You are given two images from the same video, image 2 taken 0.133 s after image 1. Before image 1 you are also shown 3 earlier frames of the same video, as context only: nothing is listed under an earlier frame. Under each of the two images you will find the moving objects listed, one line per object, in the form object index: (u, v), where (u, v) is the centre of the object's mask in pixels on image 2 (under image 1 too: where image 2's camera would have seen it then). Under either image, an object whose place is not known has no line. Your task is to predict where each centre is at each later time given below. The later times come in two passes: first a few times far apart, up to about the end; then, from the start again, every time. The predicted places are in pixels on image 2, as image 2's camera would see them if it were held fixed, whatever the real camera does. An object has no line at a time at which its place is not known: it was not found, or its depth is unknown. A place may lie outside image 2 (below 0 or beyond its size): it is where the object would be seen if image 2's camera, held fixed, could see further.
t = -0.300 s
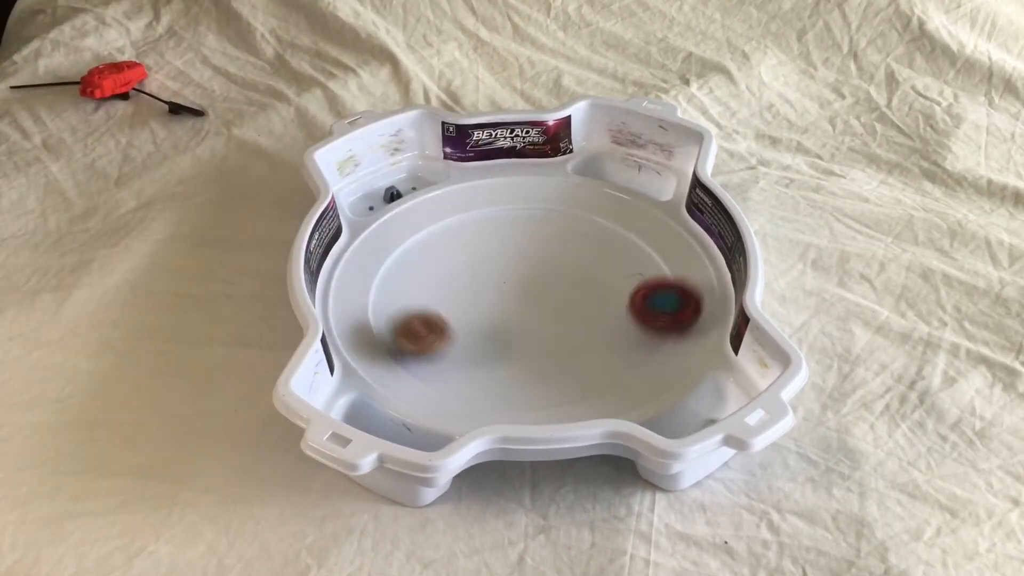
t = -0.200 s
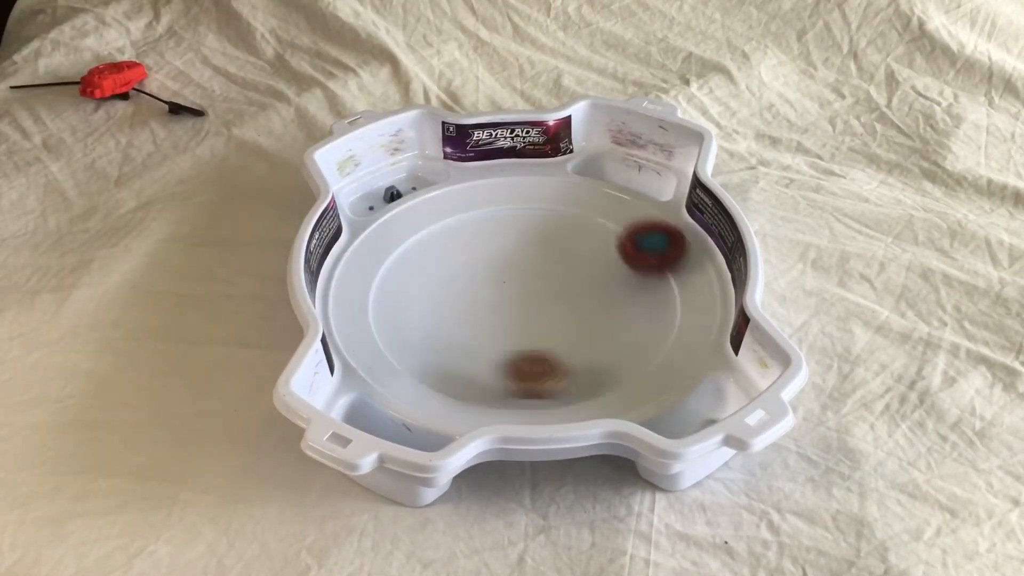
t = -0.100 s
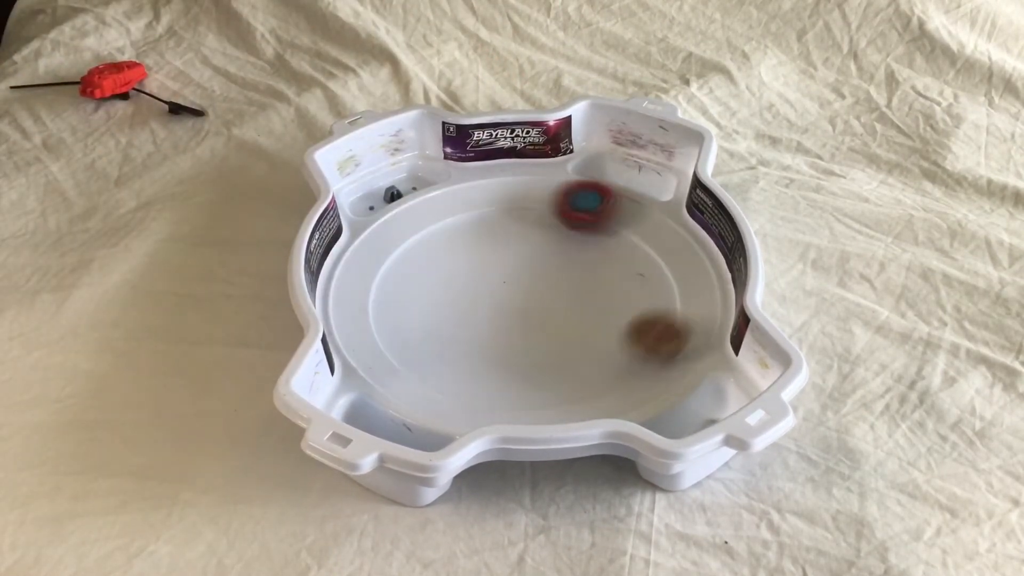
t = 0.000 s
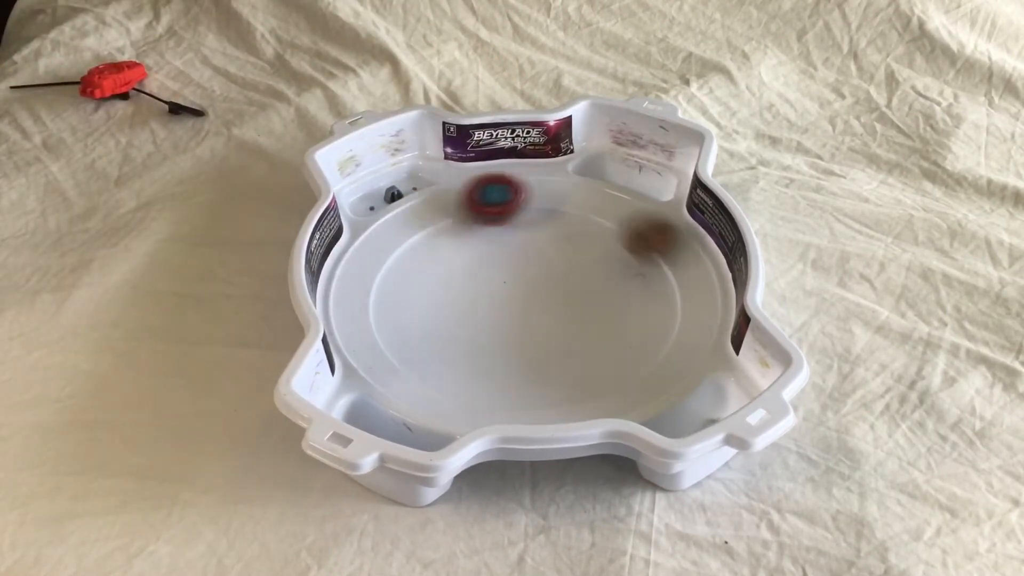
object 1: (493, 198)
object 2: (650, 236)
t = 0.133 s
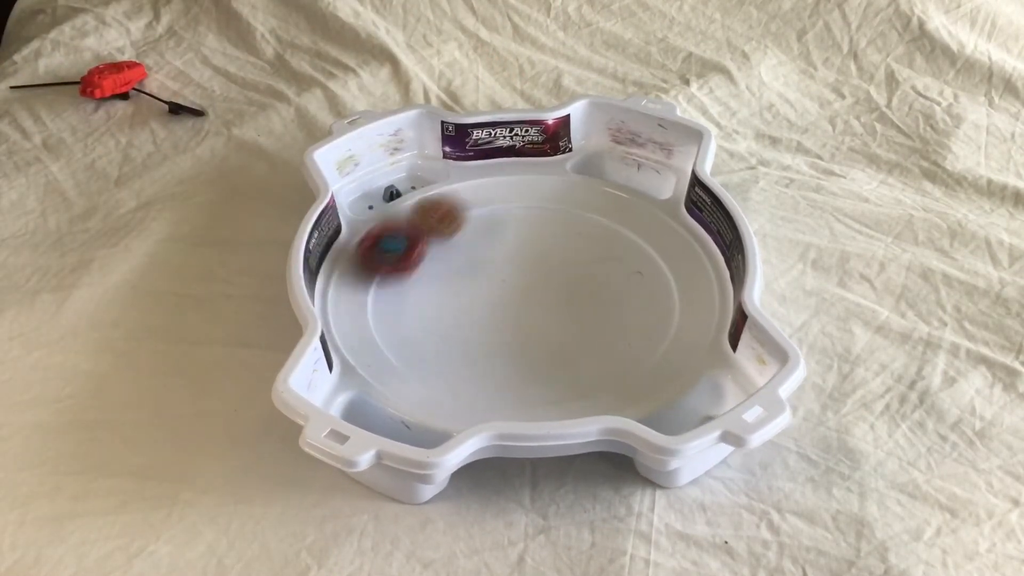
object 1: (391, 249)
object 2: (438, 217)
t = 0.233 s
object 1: (420, 352)
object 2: (388, 283)
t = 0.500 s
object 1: (657, 264)
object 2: (631, 339)
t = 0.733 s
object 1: (496, 196)
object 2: (634, 200)
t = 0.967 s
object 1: (380, 290)
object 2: (442, 184)
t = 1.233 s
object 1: (554, 359)
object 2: (359, 326)
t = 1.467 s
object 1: (604, 242)
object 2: (587, 392)
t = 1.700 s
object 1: (449, 209)
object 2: (674, 275)
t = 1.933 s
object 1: (406, 309)
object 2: (490, 197)
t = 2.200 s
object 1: (597, 322)
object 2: (491, 382)
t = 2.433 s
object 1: (562, 209)
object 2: (653, 217)
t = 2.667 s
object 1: (375, 288)
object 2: (607, 171)
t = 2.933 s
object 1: (648, 340)
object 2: (523, 204)
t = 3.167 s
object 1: (558, 189)
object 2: (500, 306)
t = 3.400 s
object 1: (379, 293)
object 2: (616, 338)
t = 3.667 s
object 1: (625, 369)
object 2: (642, 297)
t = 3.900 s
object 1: (650, 216)
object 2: (565, 283)
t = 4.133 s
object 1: (499, 175)
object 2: (471, 302)
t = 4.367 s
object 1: (417, 253)
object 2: (450, 334)
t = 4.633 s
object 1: (463, 294)
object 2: (535, 365)
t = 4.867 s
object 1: (520, 297)
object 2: (612, 305)
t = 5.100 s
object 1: (517, 278)
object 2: (575, 213)
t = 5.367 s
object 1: (485, 285)
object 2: (467, 208)
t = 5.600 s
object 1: (522, 294)
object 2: (442, 289)
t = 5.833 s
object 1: (536, 268)
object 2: (564, 337)
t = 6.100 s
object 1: (497, 275)
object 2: (634, 261)
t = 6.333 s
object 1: (525, 303)
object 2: (543, 232)
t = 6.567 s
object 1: (562, 287)
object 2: (447, 287)
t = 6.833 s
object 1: (518, 269)
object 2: (511, 355)
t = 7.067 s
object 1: (486, 294)
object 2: (588, 324)
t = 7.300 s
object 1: (518, 318)
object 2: (560, 258)
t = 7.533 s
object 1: (553, 293)
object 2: (462, 239)
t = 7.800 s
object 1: (519, 258)
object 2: (429, 289)
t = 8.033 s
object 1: (475, 270)
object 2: (493, 323)
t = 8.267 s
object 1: (496, 303)
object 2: (576, 301)
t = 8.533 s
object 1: (557, 300)
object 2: (583, 251)
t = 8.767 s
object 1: (562, 287)
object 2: (532, 219)
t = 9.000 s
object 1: (532, 296)
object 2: (476, 237)
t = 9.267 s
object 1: (530, 325)
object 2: (445, 267)
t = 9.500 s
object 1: (567, 322)
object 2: (444, 284)
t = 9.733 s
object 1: (558, 293)
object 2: (471, 292)
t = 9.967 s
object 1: (559, 269)
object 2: (437, 278)
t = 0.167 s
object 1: (377, 286)
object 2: (414, 242)
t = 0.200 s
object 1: (387, 323)
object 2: (398, 263)
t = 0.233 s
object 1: (420, 352)
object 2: (388, 283)
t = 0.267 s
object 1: (468, 372)
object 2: (391, 303)
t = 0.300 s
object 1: (520, 377)
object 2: (403, 323)
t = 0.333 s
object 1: (573, 371)
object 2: (426, 340)
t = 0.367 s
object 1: (612, 354)
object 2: (462, 355)
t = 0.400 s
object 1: (641, 333)
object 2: (504, 364)
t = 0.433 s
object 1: (657, 310)
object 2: (550, 364)
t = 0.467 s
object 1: (662, 286)
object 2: (593, 355)
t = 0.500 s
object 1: (657, 264)
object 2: (631, 339)
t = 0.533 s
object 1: (645, 245)
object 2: (663, 318)
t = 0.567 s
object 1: (628, 228)
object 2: (677, 290)
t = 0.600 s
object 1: (606, 213)
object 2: (688, 265)
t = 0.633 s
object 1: (580, 204)
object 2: (692, 243)
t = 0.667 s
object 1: (553, 197)
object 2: (672, 226)
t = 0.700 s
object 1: (524, 195)
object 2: (655, 213)
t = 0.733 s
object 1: (496, 196)
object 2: (634, 200)
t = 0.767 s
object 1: (467, 202)
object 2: (611, 190)
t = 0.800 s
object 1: (443, 211)
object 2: (586, 181)
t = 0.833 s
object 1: (420, 223)
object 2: (559, 176)
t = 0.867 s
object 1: (402, 238)
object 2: (530, 173)
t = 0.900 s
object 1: (389, 254)
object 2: (501, 173)
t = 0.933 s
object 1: (381, 271)
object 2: (472, 177)
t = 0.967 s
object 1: (380, 290)
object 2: (442, 184)
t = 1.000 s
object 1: (384, 308)
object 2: (417, 192)
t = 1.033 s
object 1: (396, 326)
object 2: (392, 205)
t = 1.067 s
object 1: (413, 340)
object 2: (370, 223)
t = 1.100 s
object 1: (435, 352)
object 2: (354, 239)
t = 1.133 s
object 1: (463, 361)
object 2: (346, 260)
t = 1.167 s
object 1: (493, 365)
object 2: (344, 282)
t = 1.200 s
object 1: (524, 364)
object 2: (347, 304)
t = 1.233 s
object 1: (554, 359)
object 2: (359, 326)
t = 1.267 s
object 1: (579, 347)
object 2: (378, 347)
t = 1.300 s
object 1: (601, 334)
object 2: (403, 365)
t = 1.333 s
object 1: (615, 317)
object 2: (436, 381)
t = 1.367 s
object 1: (623, 297)
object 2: (473, 391)
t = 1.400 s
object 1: (623, 278)
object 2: (510, 396)
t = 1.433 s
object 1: (617, 259)
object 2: (549, 397)
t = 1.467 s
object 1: (604, 242)
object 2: (587, 392)
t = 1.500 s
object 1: (587, 226)
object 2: (622, 381)
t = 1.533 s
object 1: (566, 214)
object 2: (651, 368)
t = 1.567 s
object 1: (542, 205)
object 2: (676, 351)
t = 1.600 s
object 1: (517, 199)
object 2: (695, 333)
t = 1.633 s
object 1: (493, 196)
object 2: (695, 312)
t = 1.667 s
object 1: (471, 202)
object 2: (686, 294)
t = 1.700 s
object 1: (449, 209)
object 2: (674, 275)
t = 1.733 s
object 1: (431, 219)
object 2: (659, 260)
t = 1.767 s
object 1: (413, 232)
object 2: (639, 243)
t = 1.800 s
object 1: (400, 245)
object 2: (615, 229)
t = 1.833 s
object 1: (393, 260)
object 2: (587, 217)
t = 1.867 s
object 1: (391, 276)
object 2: (557, 207)
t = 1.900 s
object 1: (395, 291)
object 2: (524, 201)
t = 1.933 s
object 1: (406, 309)
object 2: (490, 197)
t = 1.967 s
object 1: (423, 324)
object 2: (461, 199)
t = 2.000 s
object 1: (446, 337)
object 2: (430, 213)
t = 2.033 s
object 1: (473, 346)
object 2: (401, 234)
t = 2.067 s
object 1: (502, 350)
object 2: (380, 262)
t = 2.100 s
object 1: (530, 350)
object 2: (376, 296)
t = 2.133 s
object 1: (556, 344)
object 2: (394, 331)
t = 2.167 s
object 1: (579, 335)
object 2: (433, 362)
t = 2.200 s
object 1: (597, 322)
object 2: (491, 382)
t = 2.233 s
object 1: (612, 306)
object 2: (556, 383)
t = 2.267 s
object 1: (620, 289)
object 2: (615, 366)
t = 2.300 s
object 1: (621, 272)
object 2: (655, 338)
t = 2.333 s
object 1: (617, 255)
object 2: (675, 304)
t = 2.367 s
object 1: (608, 240)
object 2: (675, 268)
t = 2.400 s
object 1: (595, 226)
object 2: (655, 237)
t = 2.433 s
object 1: (562, 209)
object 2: (653, 217)
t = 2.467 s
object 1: (524, 193)
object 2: (654, 207)
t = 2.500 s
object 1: (486, 193)
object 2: (654, 204)
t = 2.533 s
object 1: (448, 199)
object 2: (652, 196)
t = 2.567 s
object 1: (418, 217)
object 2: (644, 187)
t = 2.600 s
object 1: (394, 237)
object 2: (632, 181)
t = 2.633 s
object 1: (380, 262)
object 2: (619, 174)
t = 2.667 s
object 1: (375, 288)
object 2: (607, 171)
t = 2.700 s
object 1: (383, 318)
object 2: (596, 169)
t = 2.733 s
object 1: (406, 341)
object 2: (585, 169)
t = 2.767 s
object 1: (441, 361)
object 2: (569, 172)
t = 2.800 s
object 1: (481, 375)
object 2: (557, 174)
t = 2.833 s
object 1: (528, 379)
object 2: (547, 179)
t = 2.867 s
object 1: (574, 375)
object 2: (540, 185)
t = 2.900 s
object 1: (614, 361)
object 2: (531, 193)
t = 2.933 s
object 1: (648, 340)
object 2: (523, 204)
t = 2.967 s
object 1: (671, 315)
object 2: (513, 214)
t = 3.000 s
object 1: (679, 287)
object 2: (505, 226)
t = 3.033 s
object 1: (673, 258)
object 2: (496, 242)
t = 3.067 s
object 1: (656, 233)
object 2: (490, 259)
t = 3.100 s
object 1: (629, 212)
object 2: (489, 275)
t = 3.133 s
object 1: (595, 197)
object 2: (492, 291)
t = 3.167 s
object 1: (558, 189)
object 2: (500, 306)
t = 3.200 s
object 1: (518, 189)
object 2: (511, 319)
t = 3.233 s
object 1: (480, 194)
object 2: (526, 330)
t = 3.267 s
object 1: (445, 206)
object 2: (544, 338)
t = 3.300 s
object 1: (415, 223)
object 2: (562, 342)
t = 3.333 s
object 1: (393, 244)
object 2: (583, 343)
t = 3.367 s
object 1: (381, 267)
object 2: (601, 342)
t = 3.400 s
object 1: (379, 293)
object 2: (616, 338)
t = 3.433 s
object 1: (386, 318)
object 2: (629, 333)
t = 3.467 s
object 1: (403, 340)
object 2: (640, 327)
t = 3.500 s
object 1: (432, 358)
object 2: (646, 321)
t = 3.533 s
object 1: (464, 371)
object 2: (649, 316)
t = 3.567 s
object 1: (506, 379)
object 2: (650, 311)
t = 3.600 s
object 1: (546, 380)
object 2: (649, 306)
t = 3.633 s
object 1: (587, 376)
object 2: (646, 301)
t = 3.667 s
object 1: (625, 369)
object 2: (642, 297)
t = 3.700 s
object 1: (660, 352)
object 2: (634, 294)
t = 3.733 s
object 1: (685, 334)
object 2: (626, 290)
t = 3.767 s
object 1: (692, 311)
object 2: (615, 287)
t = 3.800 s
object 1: (687, 291)
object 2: (604, 285)
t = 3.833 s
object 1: (679, 268)
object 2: (591, 283)
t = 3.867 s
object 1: (666, 242)
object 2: (578, 283)
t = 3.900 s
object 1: (650, 216)
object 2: (565, 283)
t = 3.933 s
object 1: (631, 193)
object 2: (550, 284)
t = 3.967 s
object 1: (611, 172)
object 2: (535, 286)
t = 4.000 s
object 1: (584, 159)
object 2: (520, 288)
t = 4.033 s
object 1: (560, 151)
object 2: (506, 291)
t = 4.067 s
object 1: (539, 155)
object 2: (493, 294)
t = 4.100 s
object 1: (517, 168)
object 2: (482, 297)
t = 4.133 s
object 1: (499, 175)
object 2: (471, 302)
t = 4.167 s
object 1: (481, 184)
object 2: (462, 307)
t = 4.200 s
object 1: (466, 192)
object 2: (455, 312)
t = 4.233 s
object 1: (452, 200)
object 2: (449, 317)
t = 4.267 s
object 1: (440, 213)
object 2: (446, 322)
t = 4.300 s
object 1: (427, 227)
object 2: (446, 327)
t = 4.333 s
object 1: (420, 239)
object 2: (447, 331)
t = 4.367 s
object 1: (417, 253)
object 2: (450, 334)
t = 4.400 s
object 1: (417, 264)
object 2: (454, 337)
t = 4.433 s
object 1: (421, 276)
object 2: (459, 340)
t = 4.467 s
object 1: (428, 286)
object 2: (464, 342)
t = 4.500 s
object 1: (436, 295)
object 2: (471, 343)
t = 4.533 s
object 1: (444, 301)
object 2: (480, 344)
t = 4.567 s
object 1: (449, 297)
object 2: (498, 356)
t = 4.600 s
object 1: (456, 295)
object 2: (516, 363)
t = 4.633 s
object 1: (463, 294)
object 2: (535, 365)
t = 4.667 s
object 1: (470, 295)
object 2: (552, 362)
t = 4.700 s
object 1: (478, 297)
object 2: (569, 358)
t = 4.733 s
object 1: (486, 298)
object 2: (583, 351)
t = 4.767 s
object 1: (494, 299)
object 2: (596, 341)
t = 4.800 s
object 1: (503, 299)
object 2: (606, 330)
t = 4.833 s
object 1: (512, 299)
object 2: (612, 318)
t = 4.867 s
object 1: (520, 297)
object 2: (612, 305)
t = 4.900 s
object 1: (527, 295)
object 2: (608, 292)
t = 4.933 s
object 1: (533, 292)
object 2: (601, 280)
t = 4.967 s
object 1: (532, 290)
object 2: (599, 265)
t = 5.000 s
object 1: (527, 288)
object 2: (600, 249)
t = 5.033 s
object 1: (524, 284)
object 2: (596, 235)
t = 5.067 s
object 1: (521, 281)
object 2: (587, 224)
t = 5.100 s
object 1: (517, 278)
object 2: (575, 213)
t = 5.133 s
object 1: (513, 277)
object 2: (561, 205)
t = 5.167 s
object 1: (508, 275)
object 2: (546, 198)
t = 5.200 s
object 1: (502, 274)
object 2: (533, 194)
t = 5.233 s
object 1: (497, 274)
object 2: (518, 193)
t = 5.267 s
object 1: (492, 276)
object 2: (502, 195)
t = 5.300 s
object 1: (488, 278)
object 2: (487, 199)
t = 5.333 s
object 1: (485, 281)
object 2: (476, 203)
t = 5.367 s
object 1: (485, 285)
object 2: (467, 208)
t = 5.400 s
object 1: (488, 289)
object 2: (458, 215)
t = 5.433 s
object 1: (492, 292)
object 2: (451, 223)
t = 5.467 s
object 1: (497, 295)
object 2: (444, 233)
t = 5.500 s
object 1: (503, 296)
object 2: (439, 245)
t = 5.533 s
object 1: (509, 296)
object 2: (436, 259)
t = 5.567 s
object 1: (516, 295)
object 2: (436, 274)
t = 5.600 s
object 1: (522, 294)
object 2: (442, 289)
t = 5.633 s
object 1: (528, 292)
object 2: (450, 302)
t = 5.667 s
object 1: (533, 289)
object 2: (463, 314)
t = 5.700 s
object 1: (537, 285)
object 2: (480, 325)
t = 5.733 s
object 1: (539, 281)
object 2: (499, 333)
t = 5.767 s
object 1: (540, 277)
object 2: (520, 338)
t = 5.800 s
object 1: (539, 272)
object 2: (542, 339)
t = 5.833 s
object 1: (536, 268)
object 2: (564, 337)
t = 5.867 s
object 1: (533, 265)
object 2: (583, 332)
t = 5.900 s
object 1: (528, 263)
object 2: (601, 325)
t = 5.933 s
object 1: (522, 261)
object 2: (617, 316)
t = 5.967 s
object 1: (515, 262)
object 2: (629, 304)
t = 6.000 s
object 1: (509, 263)
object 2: (637, 293)
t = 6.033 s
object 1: (504, 266)
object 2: (639, 281)
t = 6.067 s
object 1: (500, 270)
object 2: (638, 271)
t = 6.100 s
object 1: (497, 275)
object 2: (634, 261)
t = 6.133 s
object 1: (496, 280)
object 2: (628, 254)
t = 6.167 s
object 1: (498, 285)
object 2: (619, 246)
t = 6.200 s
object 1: (501, 290)
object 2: (609, 241)
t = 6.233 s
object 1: (506, 295)
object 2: (595, 236)
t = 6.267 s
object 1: (512, 298)
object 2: (580, 233)
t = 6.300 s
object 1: (518, 301)
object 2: (562, 231)
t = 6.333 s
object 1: (525, 303)
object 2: (543, 232)
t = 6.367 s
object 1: (533, 304)
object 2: (524, 235)
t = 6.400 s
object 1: (540, 304)
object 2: (506, 240)
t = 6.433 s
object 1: (547, 302)
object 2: (489, 246)
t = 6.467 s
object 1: (553, 300)
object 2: (474, 256)
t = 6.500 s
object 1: (558, 296)
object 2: (462, 265)
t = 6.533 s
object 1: (561, 292)
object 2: (453, 276)
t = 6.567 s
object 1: (562, 287)
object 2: (447, 287)
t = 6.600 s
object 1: (562, 283)
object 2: (444, 299)
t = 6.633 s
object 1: (559, 279)
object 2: (444, 311)
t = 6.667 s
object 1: (554, 275)
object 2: (449, 322)
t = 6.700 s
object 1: (549, 271)
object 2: (456, 333)
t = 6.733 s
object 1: (542, 269)
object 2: (467, 341)
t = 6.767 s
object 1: (534, 268)
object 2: (480, 348)
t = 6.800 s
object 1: (526, 268)
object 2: (495, 352)
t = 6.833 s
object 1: (518, 269)
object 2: (511, 355)
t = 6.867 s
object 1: (511, 271)
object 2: (526, 355)
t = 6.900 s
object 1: (504, 273)
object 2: (539, 353)
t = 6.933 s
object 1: (497, 276)
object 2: (552, 350)
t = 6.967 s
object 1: (492, 280)
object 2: (564, 345)
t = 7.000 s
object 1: (488, 285)
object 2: (574, 339)
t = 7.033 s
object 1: (486, 289)
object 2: (582, 332)
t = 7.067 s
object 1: (486, 294)
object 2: (588, 324)
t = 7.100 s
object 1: (487, 299)
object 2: (592, 314)
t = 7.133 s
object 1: (489, 304)
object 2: (593, 304)
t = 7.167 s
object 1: (492, 308)
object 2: (591, 294)
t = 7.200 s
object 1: (497, 311)
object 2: (586, 284)
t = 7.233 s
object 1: (503, 315)
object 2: (580, 275)
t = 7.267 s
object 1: (510, 317)
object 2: (572, 266)
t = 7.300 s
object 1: (518, 318)
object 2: (560, 258)
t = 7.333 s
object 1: (525, 317)
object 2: (548, 251)
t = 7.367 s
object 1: (533, 315)
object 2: (534, 244)
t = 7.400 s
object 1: (540, 312)
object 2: (520, 241)
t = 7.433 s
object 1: (545, 308)
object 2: (504, 238)
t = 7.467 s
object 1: (549, 303)
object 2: (489, 237)
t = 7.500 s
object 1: (552, 298)
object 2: (476, 237)
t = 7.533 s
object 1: (553, 293)
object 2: (462, 239)
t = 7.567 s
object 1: (552, 287)
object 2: (450, 243)
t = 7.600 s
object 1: (551, 281)
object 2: (441, 249)
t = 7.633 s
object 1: (548, 276)
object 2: (433, 255)
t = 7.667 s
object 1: (543, 272)
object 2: (428, 261)
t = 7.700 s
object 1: (538, 267)
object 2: (426, 268)
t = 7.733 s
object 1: (533, 264)
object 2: (425, 275)
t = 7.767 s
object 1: (526, 260)
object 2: (426, 282)
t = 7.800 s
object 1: (519, 258)
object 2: (429, 289)
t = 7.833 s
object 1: (511, 257)
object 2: (434, 296)
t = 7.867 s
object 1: (504, 256)
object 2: (440, 302)
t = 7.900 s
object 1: (497, 257)
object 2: (448, 308)
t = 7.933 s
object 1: (490, 259)
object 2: (457, 314)
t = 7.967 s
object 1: (484, 261)
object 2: (469, 318)
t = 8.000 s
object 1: (479, 265)
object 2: (481, 322)
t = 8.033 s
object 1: (475, 270)
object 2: (493, 323)
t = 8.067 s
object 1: (473, 275)
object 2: (507, 324)
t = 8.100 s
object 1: (472, 281)
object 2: (520, 323)
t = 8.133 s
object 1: (474, 286)
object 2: (533, 321)
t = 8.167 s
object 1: (478, 291)
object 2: (546, 317)
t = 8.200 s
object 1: (483, 296)
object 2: (558, 313)
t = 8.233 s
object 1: (489, 300)
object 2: (568, 307)
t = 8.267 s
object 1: (496, 303)
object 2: (576, 301)
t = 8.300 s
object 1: (504, 306)
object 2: (582, 294)
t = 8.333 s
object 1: (512, 308)
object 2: (587, 287)
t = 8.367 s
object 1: (521, 308)
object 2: (590, 281)
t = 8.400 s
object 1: (529, 308)
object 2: (591, 274)
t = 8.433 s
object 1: (537, 307)
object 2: (591, 268)
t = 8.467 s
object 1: (545, 306)
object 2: (590, 262)
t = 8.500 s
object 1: (551, 303)
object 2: (587, 256)
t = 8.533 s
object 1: (557, 300)
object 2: (583, 251)
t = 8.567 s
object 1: (562, 297)
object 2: (578, 247)
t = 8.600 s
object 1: (565, 293)
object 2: (572, 244)
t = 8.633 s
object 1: (568, 288)
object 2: (566, 241)
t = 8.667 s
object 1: (567, 288)
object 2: (560, 234)
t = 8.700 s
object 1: (567, 287)
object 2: (551, 226)
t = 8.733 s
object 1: (565, 287)
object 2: (542, 221)
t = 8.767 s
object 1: (562, 287)
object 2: (532, 219)
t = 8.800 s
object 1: (558, 287)
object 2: (521, 218)
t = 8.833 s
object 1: (554, 288)
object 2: (513, 218)
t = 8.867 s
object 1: (550, 289)
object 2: (505, 220)
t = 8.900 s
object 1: (545, 290)
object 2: (497, 223)
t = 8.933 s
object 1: (541, 292)
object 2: (489, 227)
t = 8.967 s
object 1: (536, 294)
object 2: (482, 232)
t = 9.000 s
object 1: (532, 296)
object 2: (476, 237)
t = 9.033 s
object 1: (528, 299)
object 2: (471, 243)
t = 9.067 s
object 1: (524, 301)
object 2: (468, 251)
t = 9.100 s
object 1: (520, 303)
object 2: (465, 258)
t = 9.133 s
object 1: (517, 304)
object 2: (465, 267)
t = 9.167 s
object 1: (515, 307)
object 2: (465, 275)
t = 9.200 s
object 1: (520, 315)
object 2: (457, 271)
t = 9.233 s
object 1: (525, 322)
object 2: (449, 267)
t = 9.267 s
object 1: (530, 325)
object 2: (445, 267)
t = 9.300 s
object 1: (536, 328)
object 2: (441, 268)
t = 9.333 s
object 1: (541, 329)
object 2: (439, 270)
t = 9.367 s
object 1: (547, 330)
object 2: (438, 272)
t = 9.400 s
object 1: (553, 330)
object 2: (437, 275)
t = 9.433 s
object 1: (559, 329)
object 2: (439, 278)
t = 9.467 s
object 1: (564, 326)
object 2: (441, 281)
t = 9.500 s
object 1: (567, 322)
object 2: (444, 284)
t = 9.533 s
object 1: (568, 318)
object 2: (448, 288)
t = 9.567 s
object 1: (567, 314)
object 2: (454, 290)
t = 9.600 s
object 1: (565, 309)
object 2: (460, 293)
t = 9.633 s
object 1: (562, 304)
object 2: (467, 294)
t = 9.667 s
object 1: (557, 300)
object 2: (474, 296)
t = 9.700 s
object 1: (553, 295)
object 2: (481, 296)
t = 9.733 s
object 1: (558, 293)
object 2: (471, 292)
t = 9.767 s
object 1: (565, 291)
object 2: (457, 286)
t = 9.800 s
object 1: (566, 288)
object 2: (447, 281)
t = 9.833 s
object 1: (567, 284)
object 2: (443, 278)
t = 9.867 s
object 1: (566, 280)
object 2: (440, 277)
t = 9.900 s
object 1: (564, 276)
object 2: (438, 277)
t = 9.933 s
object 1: (562, 273)
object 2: (437, 277)
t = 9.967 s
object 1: (559, 269)
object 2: (437, 278)
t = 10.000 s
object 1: (555, 266)
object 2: (439, 279)
